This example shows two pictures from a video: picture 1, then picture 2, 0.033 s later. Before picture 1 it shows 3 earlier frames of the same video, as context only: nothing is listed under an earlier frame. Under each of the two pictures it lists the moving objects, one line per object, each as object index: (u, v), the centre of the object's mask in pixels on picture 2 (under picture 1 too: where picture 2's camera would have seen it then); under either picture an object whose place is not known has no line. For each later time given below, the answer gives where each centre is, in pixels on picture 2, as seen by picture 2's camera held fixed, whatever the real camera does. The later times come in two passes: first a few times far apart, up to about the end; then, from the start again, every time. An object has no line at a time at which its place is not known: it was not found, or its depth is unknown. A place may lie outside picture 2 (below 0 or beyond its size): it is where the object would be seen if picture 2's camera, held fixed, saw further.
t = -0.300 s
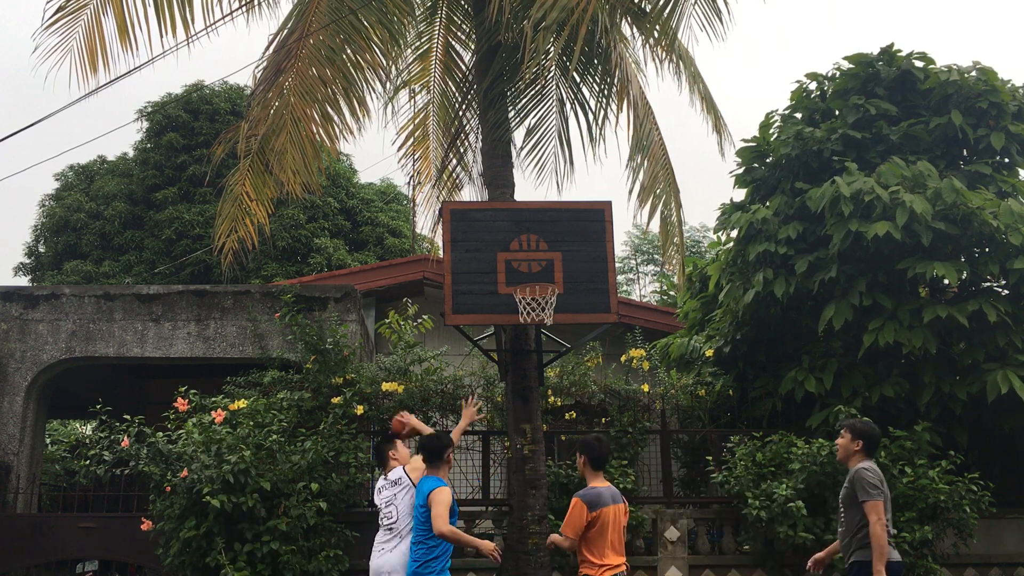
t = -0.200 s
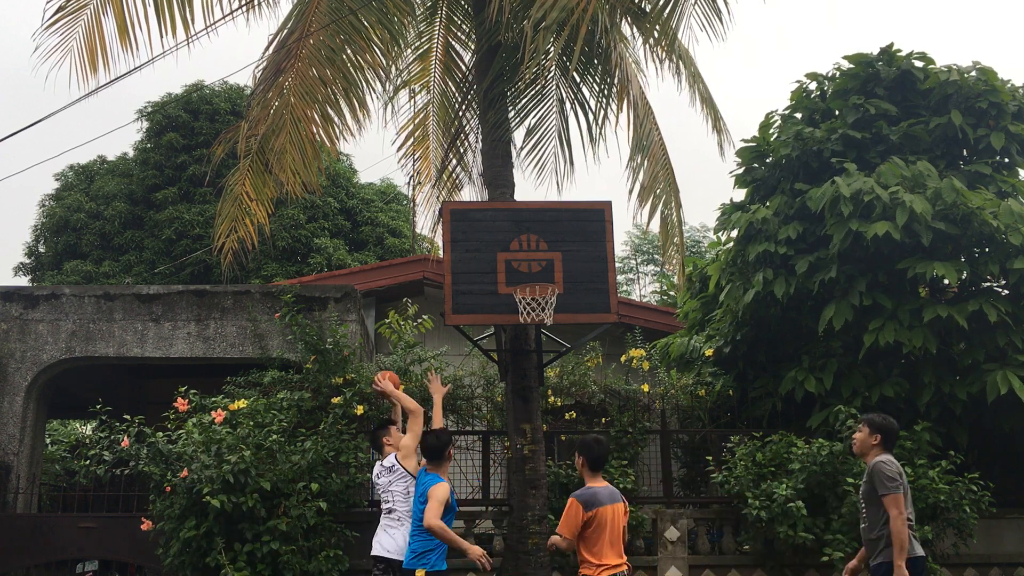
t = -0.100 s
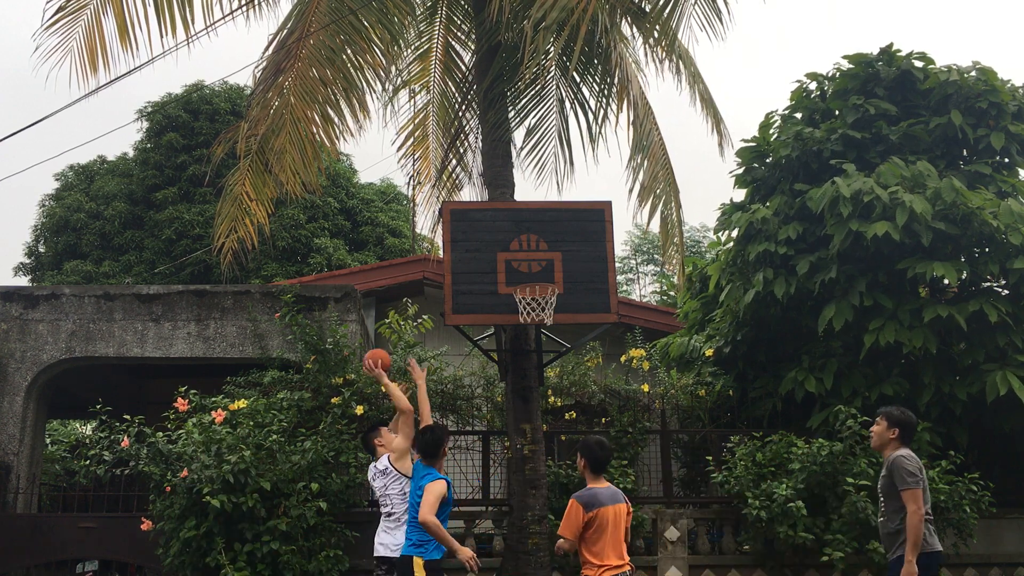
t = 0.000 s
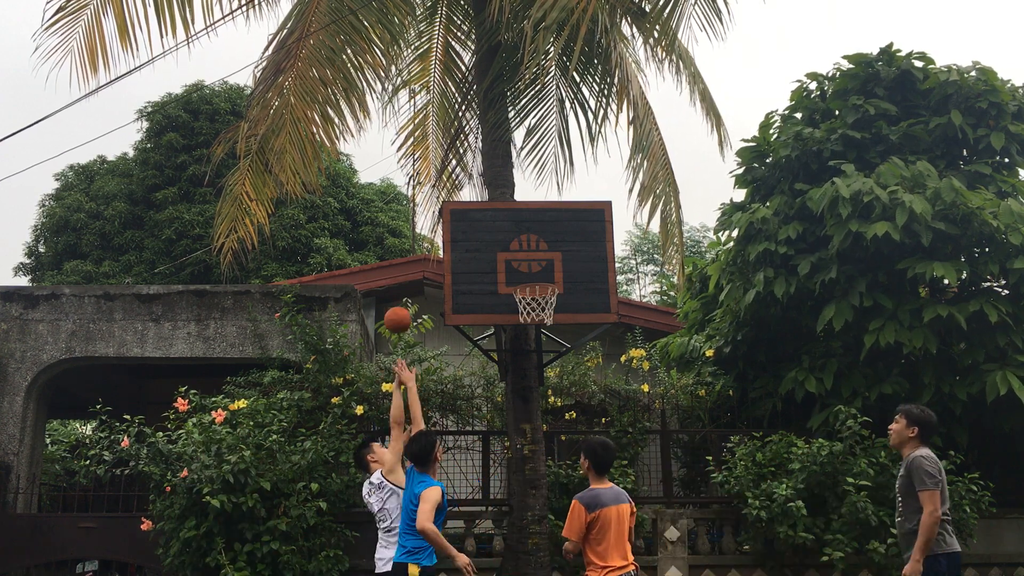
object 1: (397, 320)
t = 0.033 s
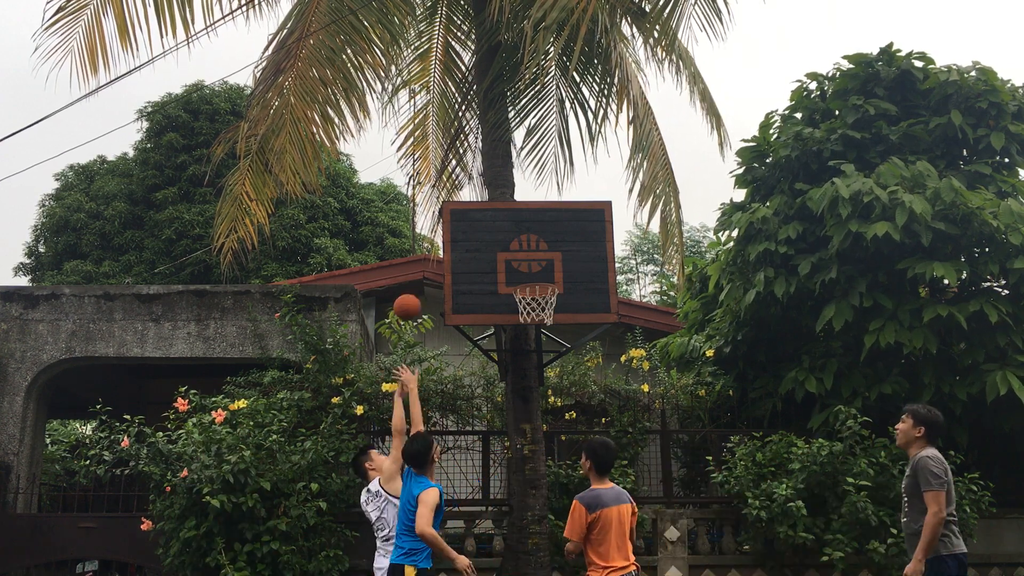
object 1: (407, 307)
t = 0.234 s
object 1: (463, 267)
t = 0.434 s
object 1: (515, 276)
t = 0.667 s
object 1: (540, 274)
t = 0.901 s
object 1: (525, 277)
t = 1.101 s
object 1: (538, 277)
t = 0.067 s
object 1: (416, 296)
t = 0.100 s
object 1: (426, 287)
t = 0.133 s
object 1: (435, 280)
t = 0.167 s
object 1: (445, 274)
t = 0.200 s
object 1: (454, 269)
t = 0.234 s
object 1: (463, 267)
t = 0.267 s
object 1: (472, 265)
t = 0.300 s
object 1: (481, 265)
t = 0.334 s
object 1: (490, 267)
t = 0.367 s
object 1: (499, 270)
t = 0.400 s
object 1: (509, 275)
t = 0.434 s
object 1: (515, 276)
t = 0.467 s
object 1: (519, 273)
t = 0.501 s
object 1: (523, 270)
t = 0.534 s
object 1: (527, 267)
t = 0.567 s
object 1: (530, 268)
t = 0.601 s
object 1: (533, 269)
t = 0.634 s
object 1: (537, 271)
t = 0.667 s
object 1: (540, 274)
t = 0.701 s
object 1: (544, 277)
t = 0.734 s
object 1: (541, 276)
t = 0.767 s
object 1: (537, 276)
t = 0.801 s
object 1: (533, 276)
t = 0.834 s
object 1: (529, 276)
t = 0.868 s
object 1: (526, 276)
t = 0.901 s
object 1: (525, 277)
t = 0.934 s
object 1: (526, 276)
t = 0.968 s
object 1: (528, 276)
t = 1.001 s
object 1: (530, 277)
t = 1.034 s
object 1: (533, 277)
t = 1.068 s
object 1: (535, 277)
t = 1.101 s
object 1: (538, 277)
